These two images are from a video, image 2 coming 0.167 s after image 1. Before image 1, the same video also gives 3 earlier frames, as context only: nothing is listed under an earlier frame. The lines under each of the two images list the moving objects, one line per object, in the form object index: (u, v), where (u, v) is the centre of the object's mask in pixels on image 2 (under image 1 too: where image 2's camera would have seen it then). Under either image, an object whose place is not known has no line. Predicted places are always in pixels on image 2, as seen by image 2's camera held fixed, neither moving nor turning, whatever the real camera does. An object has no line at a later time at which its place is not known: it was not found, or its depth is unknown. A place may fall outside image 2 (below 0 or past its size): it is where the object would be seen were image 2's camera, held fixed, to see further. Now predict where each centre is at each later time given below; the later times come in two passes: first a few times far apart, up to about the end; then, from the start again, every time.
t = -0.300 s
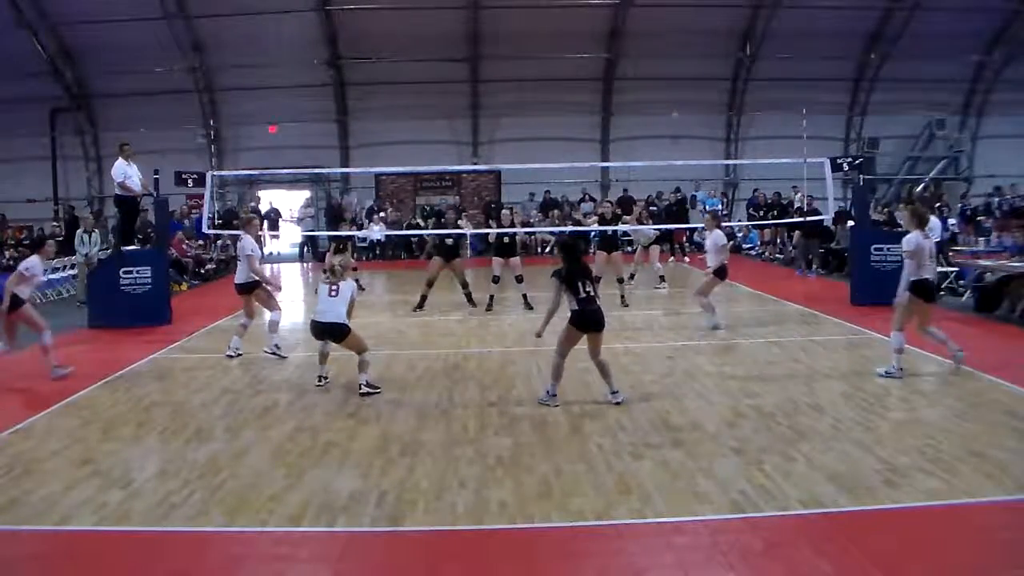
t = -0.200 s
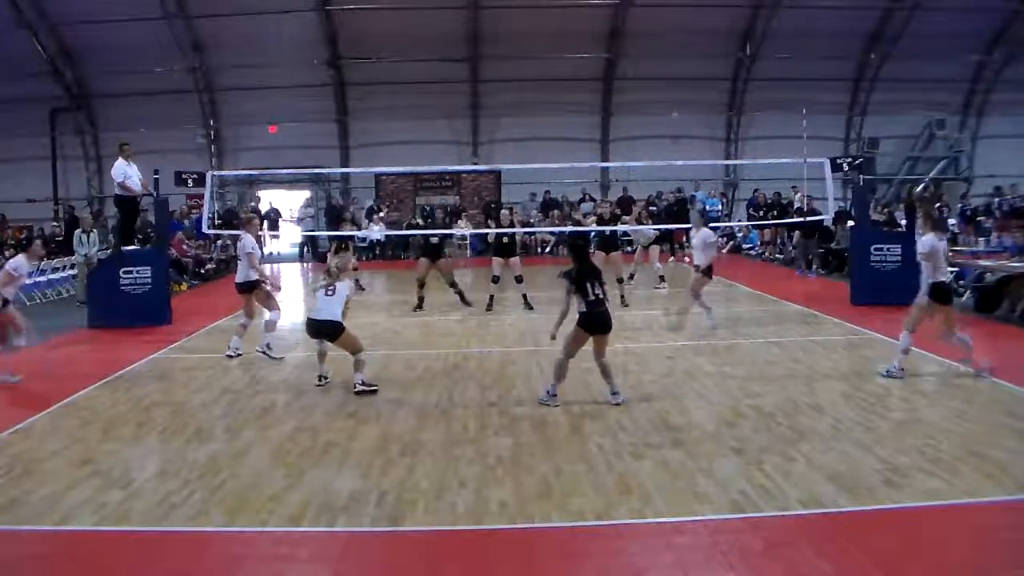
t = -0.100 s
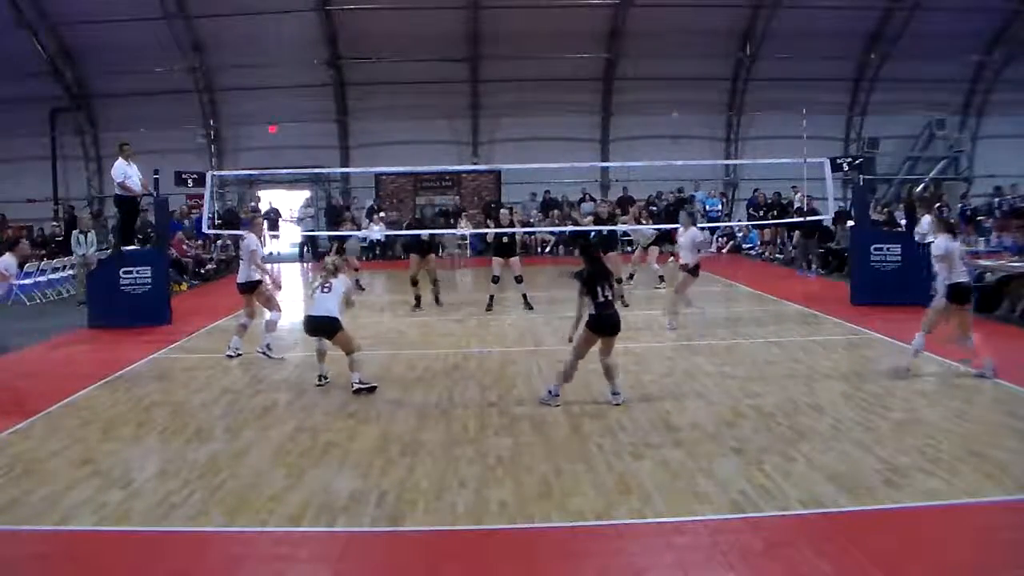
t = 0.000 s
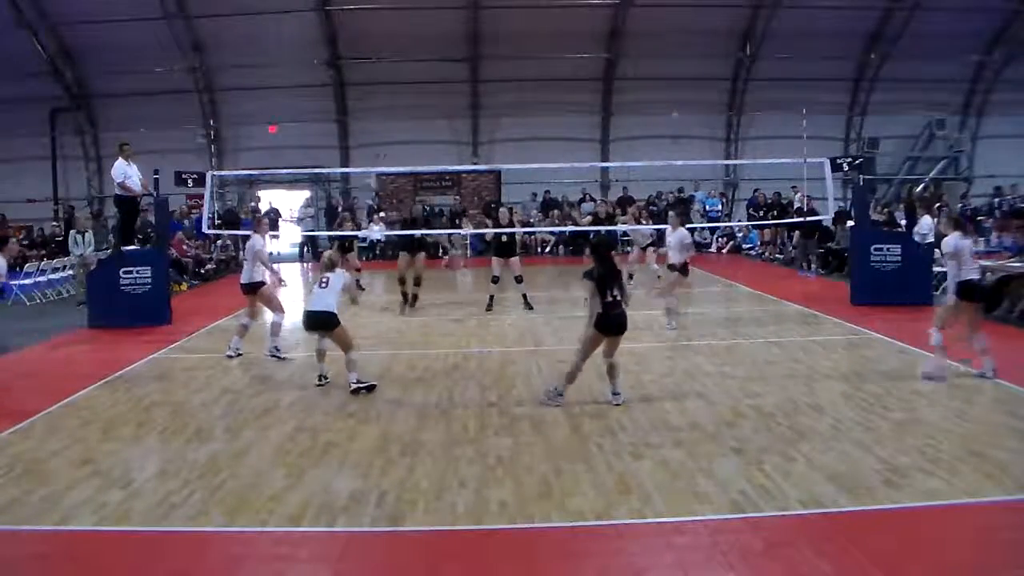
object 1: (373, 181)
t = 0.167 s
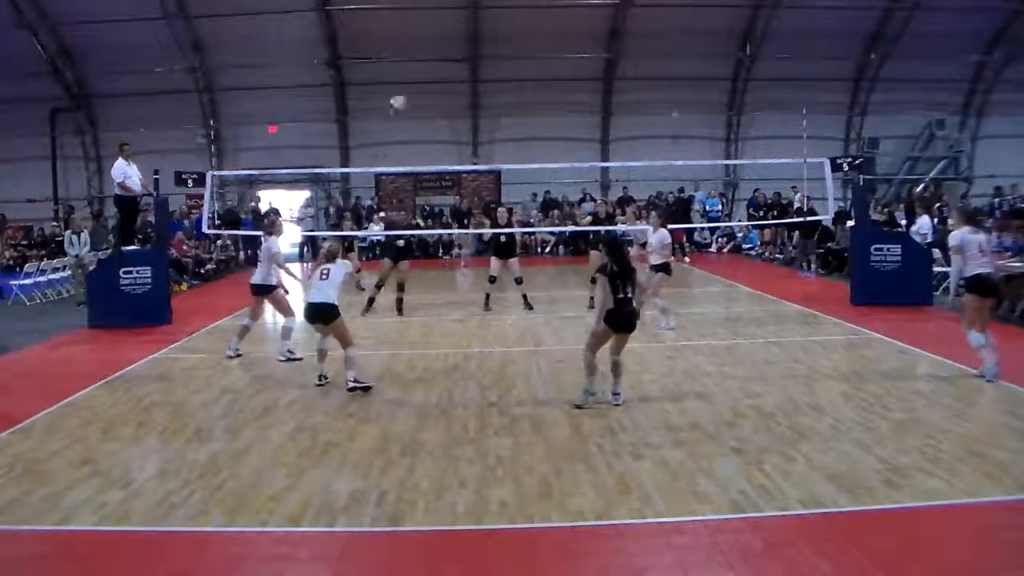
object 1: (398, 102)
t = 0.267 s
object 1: (413, 69)
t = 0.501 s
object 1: (447, 27)
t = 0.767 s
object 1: (485, 34)
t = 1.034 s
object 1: (522, 95)
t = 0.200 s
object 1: (402, 90)
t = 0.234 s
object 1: (407, 80)
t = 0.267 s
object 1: (413, 69)
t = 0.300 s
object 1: (418, 59)
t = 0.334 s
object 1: (422, 54)
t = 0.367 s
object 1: (427, 45)
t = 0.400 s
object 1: (432, 39)
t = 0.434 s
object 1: (437, 34)
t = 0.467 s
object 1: (442, 30)
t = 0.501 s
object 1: (447, 27)
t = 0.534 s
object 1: (451, 25)
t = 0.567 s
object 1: (457, 24)
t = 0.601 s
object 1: (462, 25)
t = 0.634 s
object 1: (466, 26)
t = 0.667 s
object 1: (471, 27)
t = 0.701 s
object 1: (476, 29)
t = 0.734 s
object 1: (481, 32)
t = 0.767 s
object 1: (485, 34)
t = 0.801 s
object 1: (489, 39)
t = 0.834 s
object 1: (494, 44)
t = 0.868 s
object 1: (499, 52)
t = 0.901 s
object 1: (503, 58)
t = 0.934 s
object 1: (509, 66)
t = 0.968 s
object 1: (513, 75)
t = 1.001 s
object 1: (517, 88)
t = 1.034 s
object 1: (522, 95)
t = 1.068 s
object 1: (526, 107)
